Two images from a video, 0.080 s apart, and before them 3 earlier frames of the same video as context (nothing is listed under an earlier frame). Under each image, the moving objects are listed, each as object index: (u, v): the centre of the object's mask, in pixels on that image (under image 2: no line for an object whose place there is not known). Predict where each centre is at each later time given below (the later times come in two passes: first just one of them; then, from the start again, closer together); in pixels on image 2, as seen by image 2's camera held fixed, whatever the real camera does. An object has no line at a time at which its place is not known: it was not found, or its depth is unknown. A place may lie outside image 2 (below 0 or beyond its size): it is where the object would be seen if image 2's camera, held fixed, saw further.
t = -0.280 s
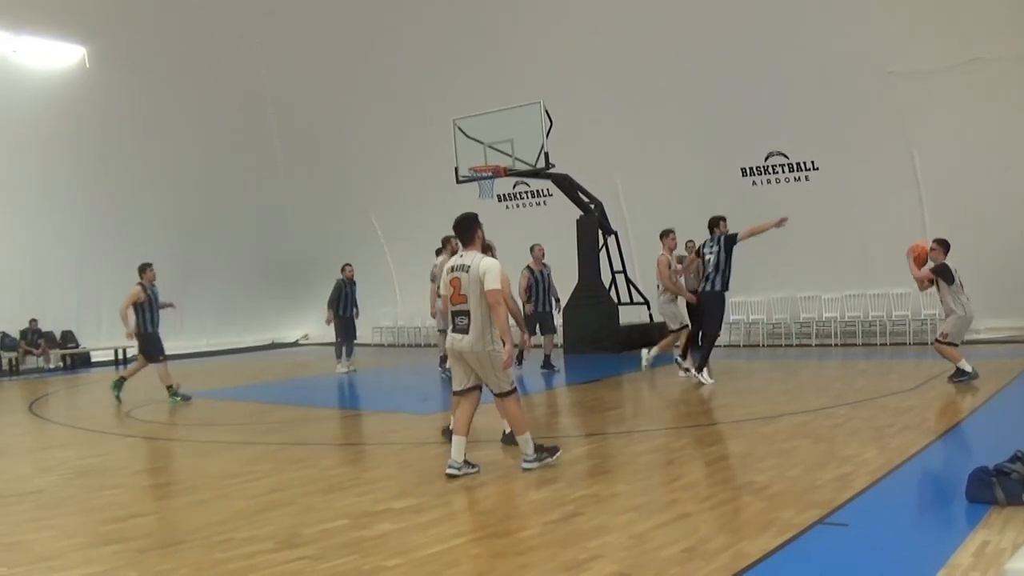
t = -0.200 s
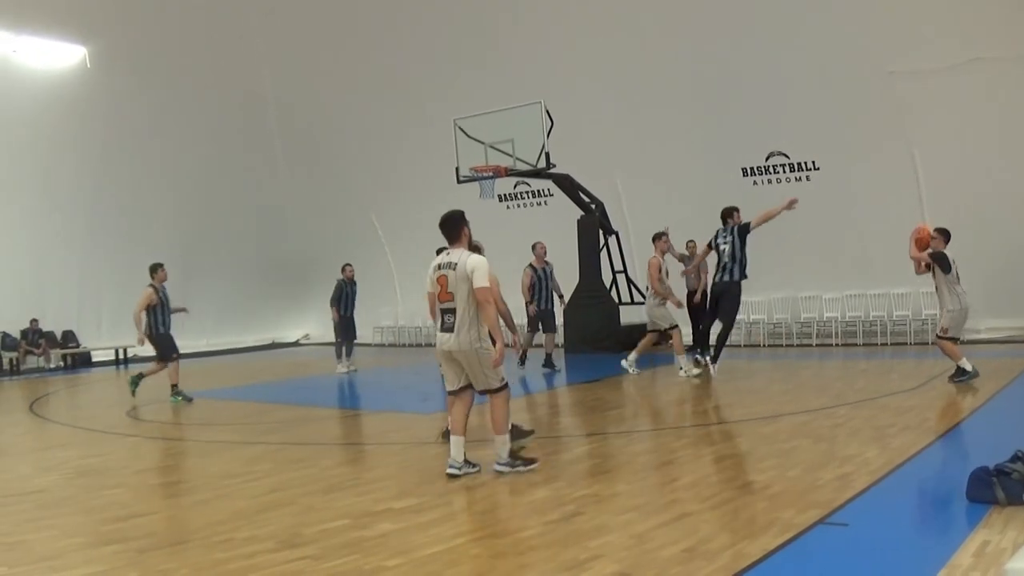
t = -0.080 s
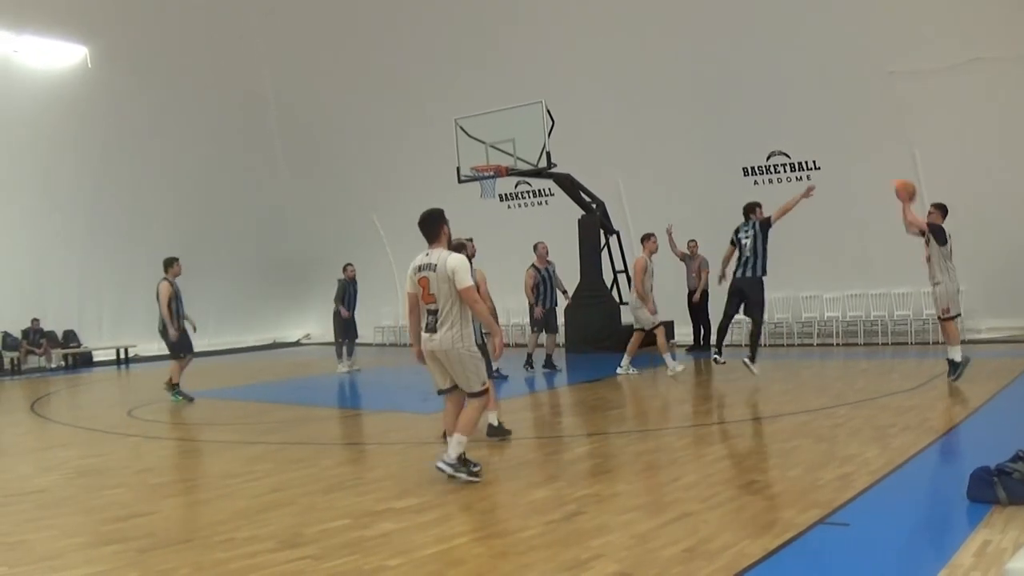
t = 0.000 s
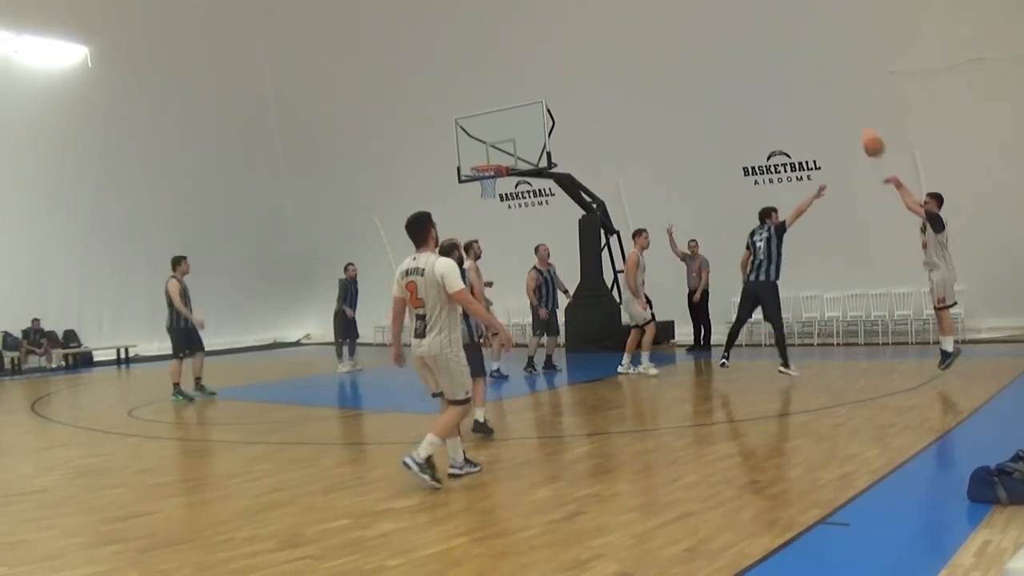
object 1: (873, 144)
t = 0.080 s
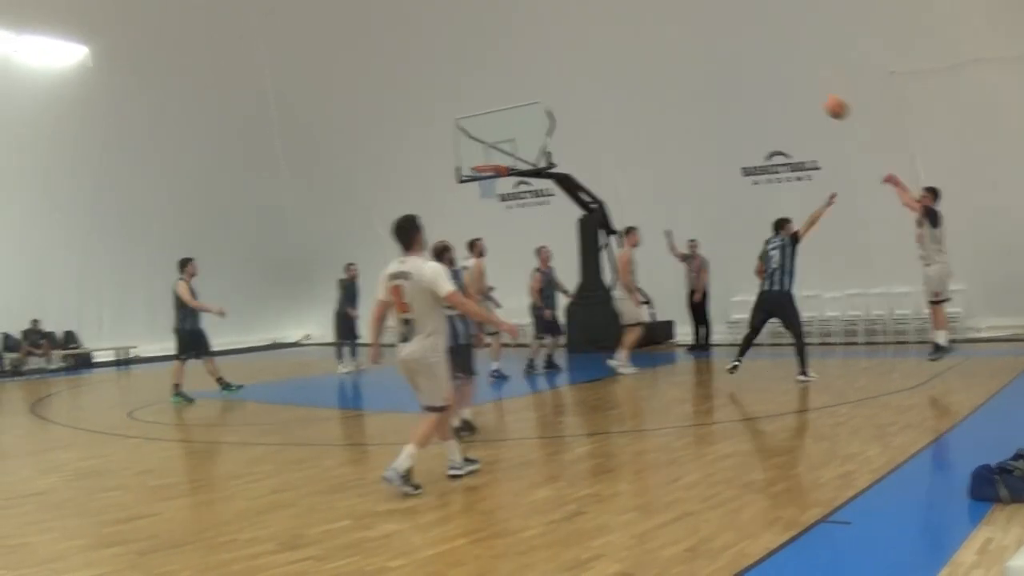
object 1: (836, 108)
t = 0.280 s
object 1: (750, 46)
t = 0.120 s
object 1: (821, 91)
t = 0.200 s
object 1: (783, 65)
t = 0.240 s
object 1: (766, 54)
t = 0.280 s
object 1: (750, 46)
